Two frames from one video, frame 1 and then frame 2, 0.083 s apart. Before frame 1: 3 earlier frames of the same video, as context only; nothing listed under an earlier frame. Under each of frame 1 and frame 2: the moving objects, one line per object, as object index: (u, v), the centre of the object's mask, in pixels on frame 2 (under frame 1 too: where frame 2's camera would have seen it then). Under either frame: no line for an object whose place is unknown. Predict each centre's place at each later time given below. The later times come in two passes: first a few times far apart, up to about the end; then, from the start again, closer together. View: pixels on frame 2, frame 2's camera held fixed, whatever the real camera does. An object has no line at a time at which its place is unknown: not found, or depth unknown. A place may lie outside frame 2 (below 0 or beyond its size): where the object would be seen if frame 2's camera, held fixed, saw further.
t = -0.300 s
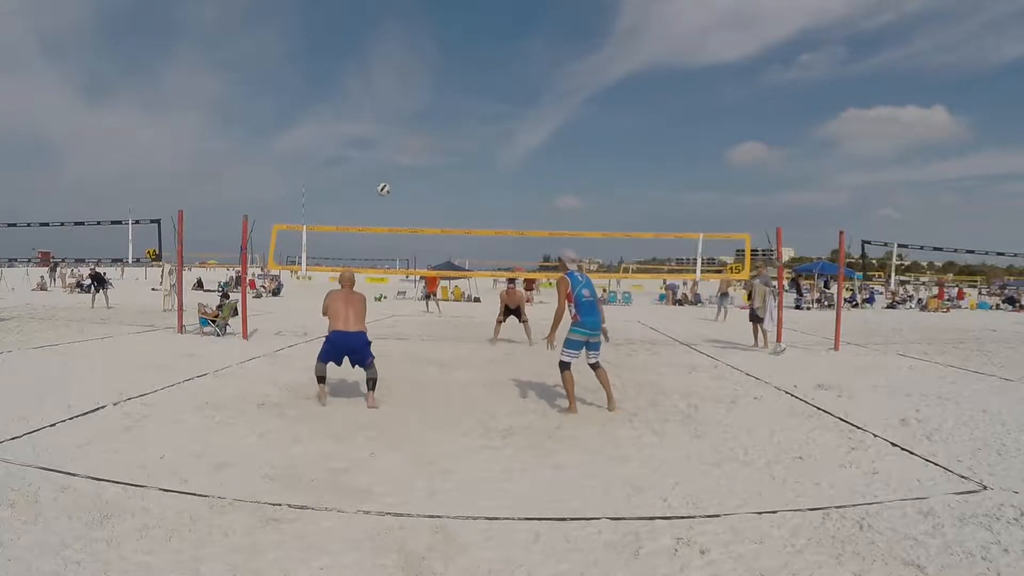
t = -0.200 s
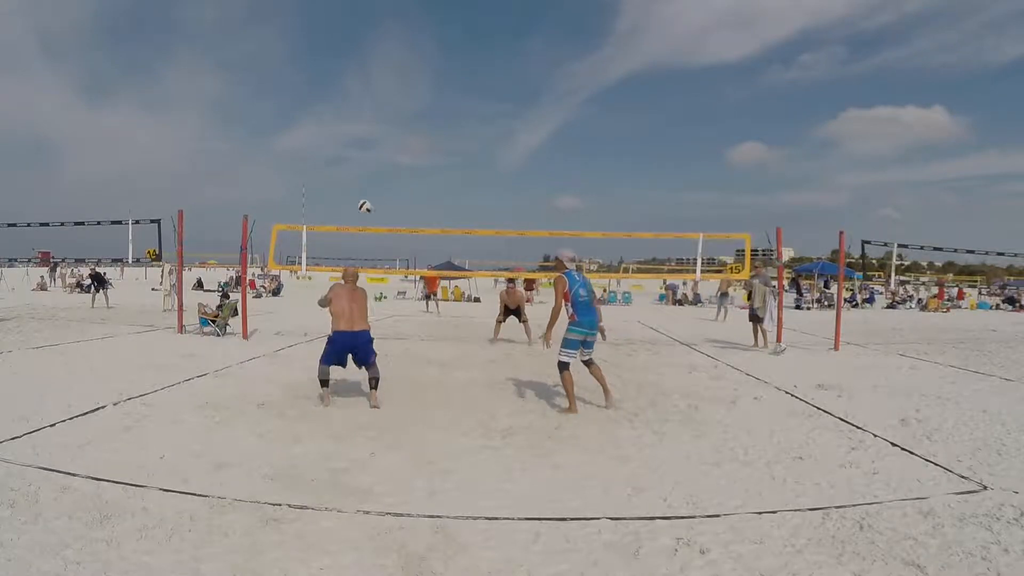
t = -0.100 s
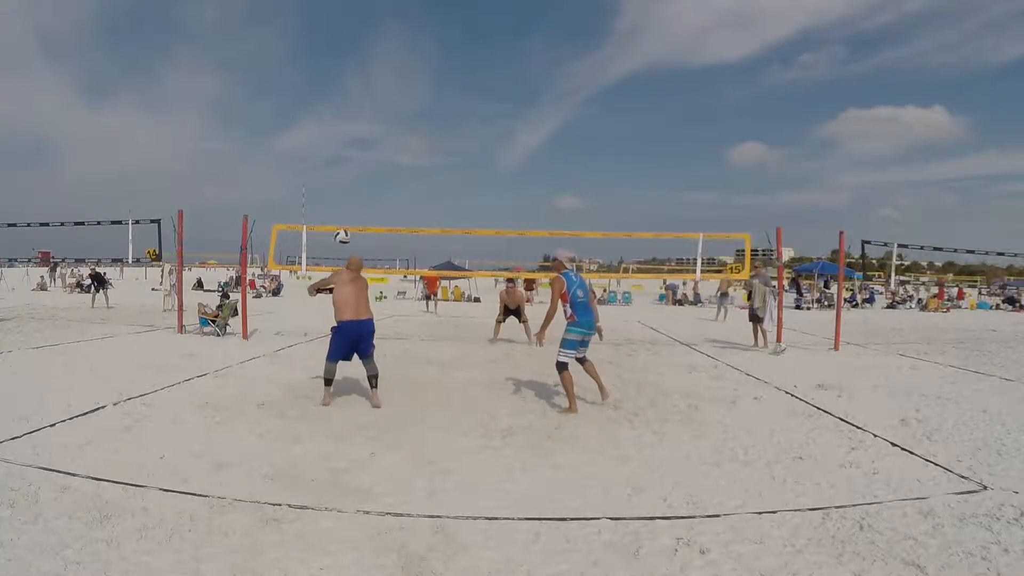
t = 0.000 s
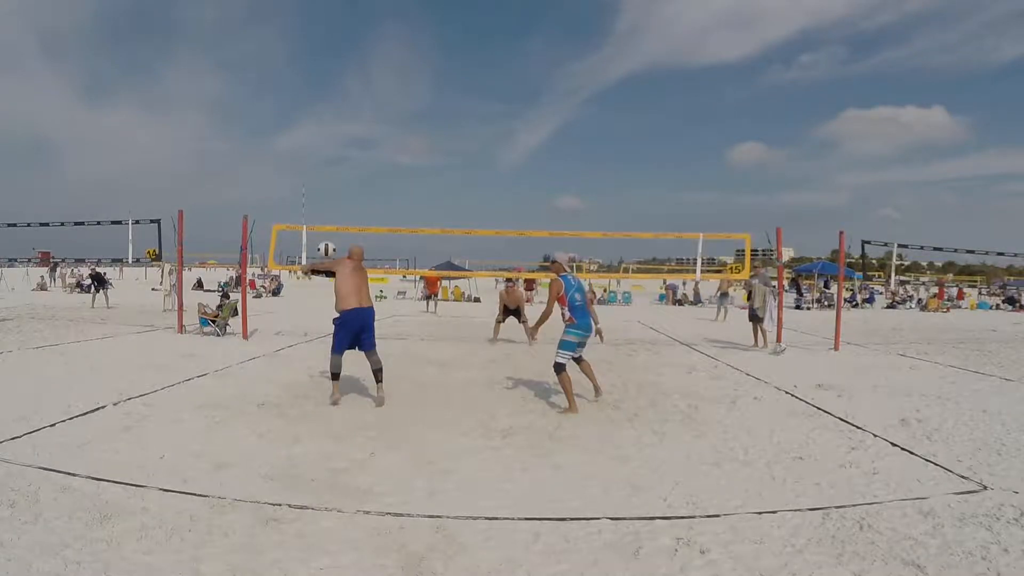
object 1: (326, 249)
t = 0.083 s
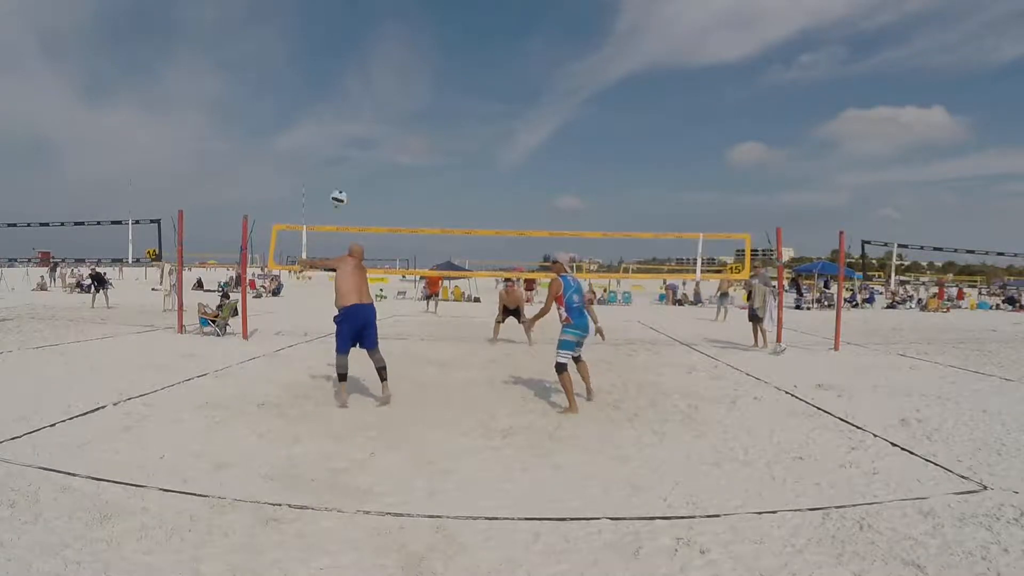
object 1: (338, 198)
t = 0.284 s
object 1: (366, 109)
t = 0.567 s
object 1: (397, 46)
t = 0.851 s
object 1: (422, 40)
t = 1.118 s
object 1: (441, 82)
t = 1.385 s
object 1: (457, 168)
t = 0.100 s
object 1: (341, 189)
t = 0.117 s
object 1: (344, 181)
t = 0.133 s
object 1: (346, 172)
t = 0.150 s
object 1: (348, 163)
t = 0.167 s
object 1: (350, 156)
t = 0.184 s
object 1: (353, 149)
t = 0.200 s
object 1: (354, 141)
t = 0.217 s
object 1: (356, 134)
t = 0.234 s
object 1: (359, 127)
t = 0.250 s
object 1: (361, 120)
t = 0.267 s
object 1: (364, 114)
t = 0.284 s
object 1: (366, 109)
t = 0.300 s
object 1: (367, 102)
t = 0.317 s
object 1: (370, 97)
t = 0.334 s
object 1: (372, 93)
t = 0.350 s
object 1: (374, 87)
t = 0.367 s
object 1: (376, 82)
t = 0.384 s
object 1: (377, 78)
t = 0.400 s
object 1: (380, 73)
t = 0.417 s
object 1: (381, 70)
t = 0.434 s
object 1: (384, 66)
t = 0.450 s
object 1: (385, 62)
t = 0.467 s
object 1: (387, 60)
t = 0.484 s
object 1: (389, 57)
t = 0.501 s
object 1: (390, 53)
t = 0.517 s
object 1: (392, 51)
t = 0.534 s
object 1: (394, 49)
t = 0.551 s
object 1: (396, 48)
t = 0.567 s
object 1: (397, 46)
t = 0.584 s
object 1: (399, 43)
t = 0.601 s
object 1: (400, 42)
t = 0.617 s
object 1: (402, 41)
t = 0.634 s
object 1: (404, 39)
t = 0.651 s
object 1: (406, 38)
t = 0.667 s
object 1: (407, 37)
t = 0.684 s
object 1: (408, 36)
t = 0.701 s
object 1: (410, 35)
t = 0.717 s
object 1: (411, 36)
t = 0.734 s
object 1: (413, 36)
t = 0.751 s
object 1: (414, 36)
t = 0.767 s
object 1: (415, 36)
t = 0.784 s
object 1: (417, 37)
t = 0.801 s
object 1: (418, 37)
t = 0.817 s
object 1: (420, 39)
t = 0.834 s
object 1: (421, 39)
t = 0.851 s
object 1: (422, 40)
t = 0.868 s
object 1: (423, 42)
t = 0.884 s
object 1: (424, 43)
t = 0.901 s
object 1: (426, 46)
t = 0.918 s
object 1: (427, 47)
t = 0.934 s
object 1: (428, 49)
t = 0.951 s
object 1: (430, 51)
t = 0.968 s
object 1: (431, 53)
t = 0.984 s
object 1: (432, 56)
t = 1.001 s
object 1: (434, 59)
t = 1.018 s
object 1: (434, 61)
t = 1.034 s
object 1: (436, 64)
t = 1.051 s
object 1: (437, 69)
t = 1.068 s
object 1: (438, 72)
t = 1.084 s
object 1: (439, 75)
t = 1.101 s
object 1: (440, 79)
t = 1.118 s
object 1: (441, 82)
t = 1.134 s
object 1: (442, 87)
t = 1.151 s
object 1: (443, 91)
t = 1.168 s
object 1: (443, 95)
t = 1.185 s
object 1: (444, 100)
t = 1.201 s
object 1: (446, 105)
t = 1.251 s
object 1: (449, 120)
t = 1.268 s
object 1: (450, 126)
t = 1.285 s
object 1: (451, 131)
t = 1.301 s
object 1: (452, 136)
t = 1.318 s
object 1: (453, 143)
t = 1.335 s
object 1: (454, 150)
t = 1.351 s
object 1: (454, 156)
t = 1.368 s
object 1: (455, 162)
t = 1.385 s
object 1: (457, 168)
